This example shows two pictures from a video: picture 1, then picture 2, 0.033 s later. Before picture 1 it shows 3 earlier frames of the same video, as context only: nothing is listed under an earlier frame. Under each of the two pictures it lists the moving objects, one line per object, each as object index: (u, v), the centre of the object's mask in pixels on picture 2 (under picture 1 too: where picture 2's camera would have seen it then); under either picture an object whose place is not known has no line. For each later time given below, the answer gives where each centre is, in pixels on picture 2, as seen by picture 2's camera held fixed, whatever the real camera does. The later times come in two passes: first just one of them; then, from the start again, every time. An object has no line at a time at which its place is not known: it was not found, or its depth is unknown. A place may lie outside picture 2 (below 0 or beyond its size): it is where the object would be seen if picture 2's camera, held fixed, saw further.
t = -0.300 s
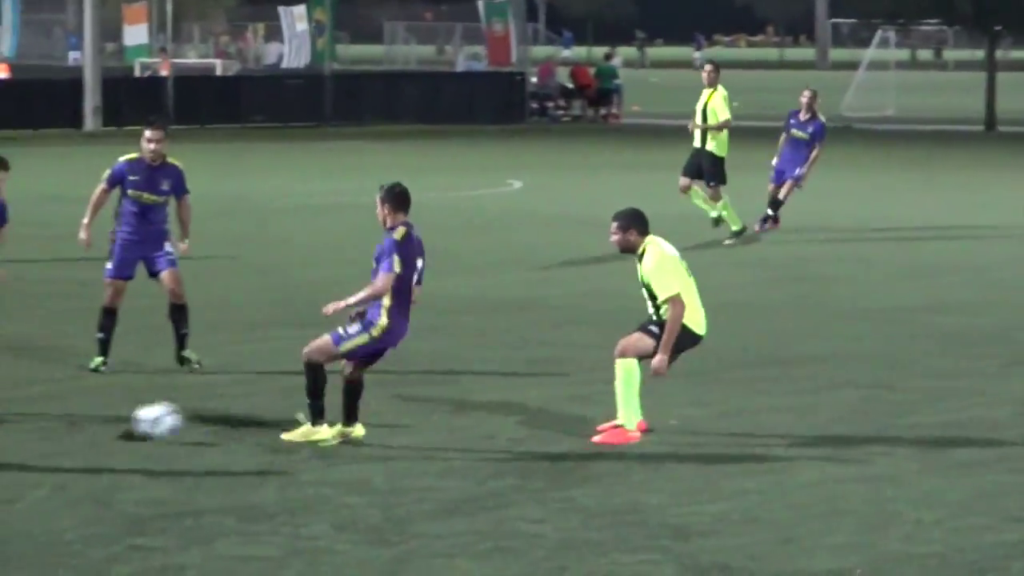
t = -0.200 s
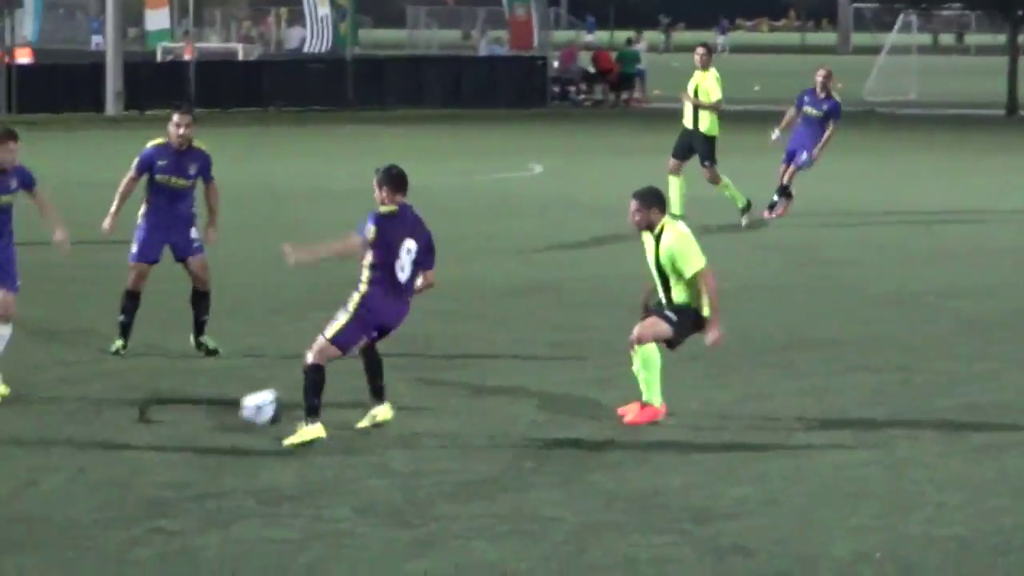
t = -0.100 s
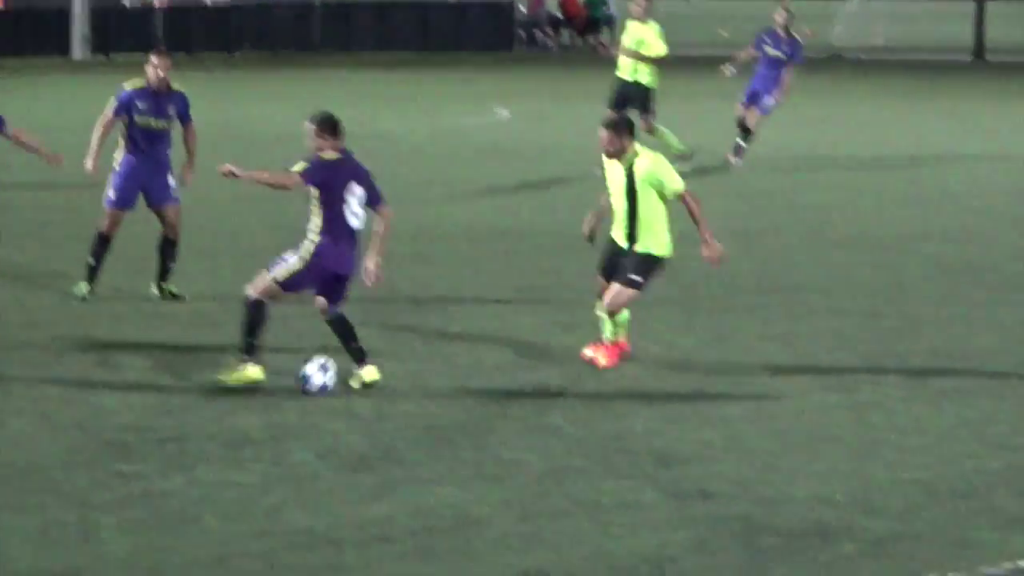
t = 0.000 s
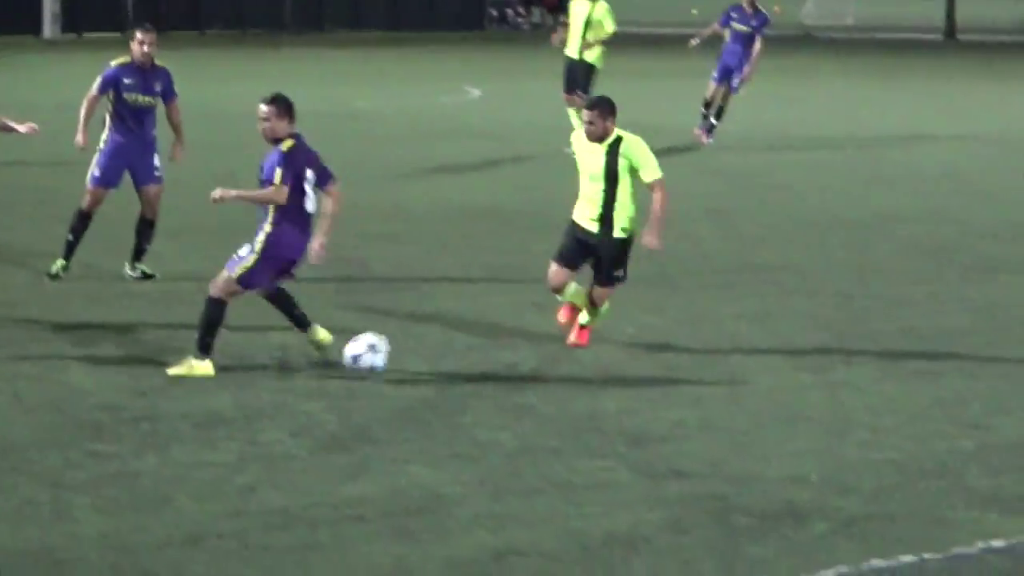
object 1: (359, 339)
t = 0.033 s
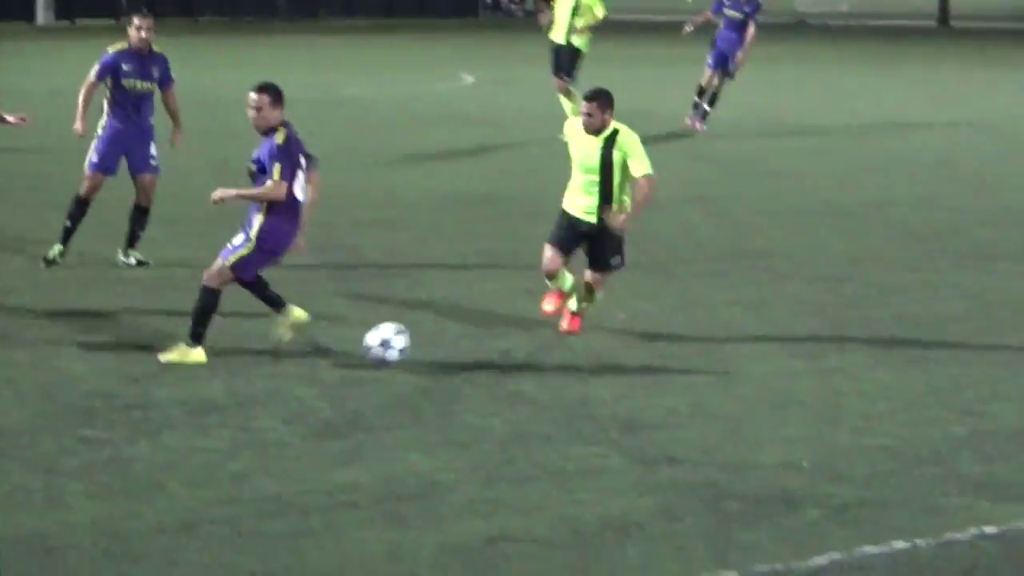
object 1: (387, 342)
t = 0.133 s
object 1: (468, 362)
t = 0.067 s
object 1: (413, 347)
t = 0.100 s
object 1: (440, 355)
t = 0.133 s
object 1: (468, 362)
